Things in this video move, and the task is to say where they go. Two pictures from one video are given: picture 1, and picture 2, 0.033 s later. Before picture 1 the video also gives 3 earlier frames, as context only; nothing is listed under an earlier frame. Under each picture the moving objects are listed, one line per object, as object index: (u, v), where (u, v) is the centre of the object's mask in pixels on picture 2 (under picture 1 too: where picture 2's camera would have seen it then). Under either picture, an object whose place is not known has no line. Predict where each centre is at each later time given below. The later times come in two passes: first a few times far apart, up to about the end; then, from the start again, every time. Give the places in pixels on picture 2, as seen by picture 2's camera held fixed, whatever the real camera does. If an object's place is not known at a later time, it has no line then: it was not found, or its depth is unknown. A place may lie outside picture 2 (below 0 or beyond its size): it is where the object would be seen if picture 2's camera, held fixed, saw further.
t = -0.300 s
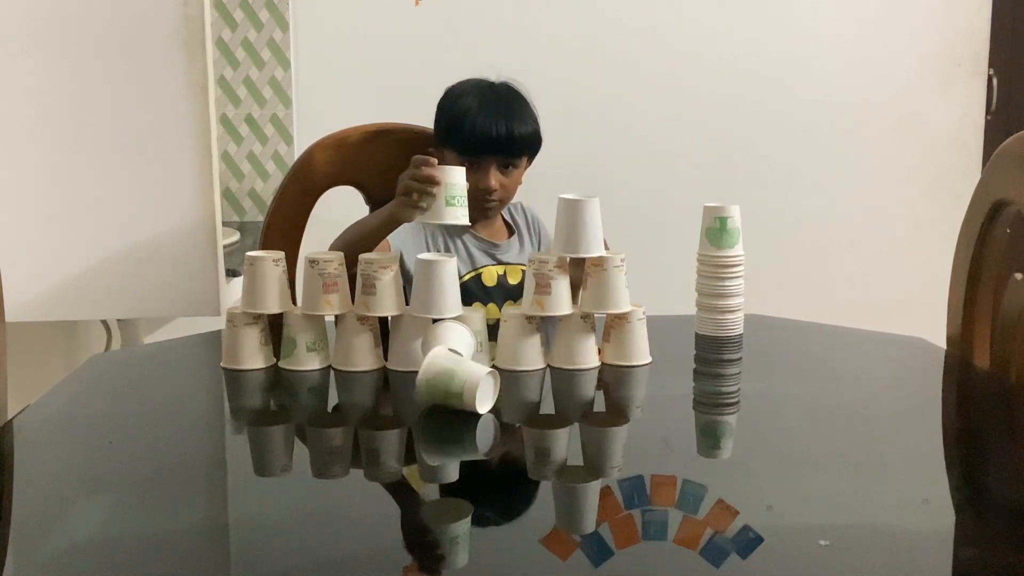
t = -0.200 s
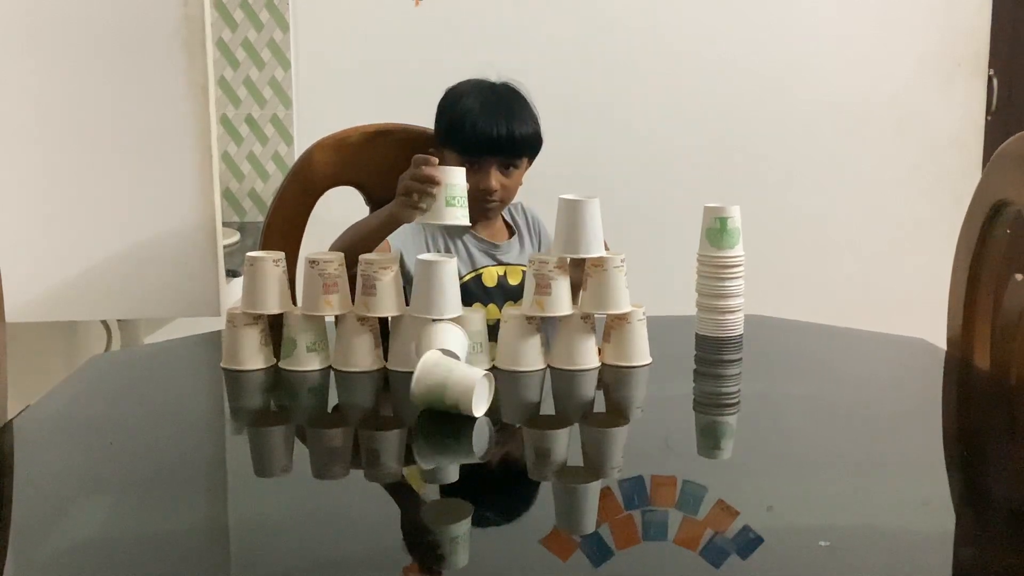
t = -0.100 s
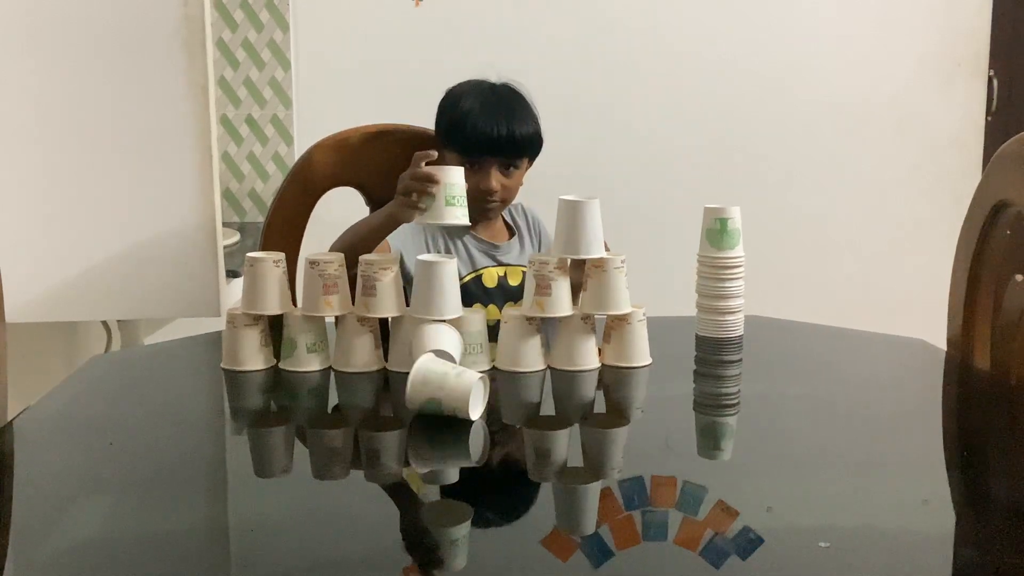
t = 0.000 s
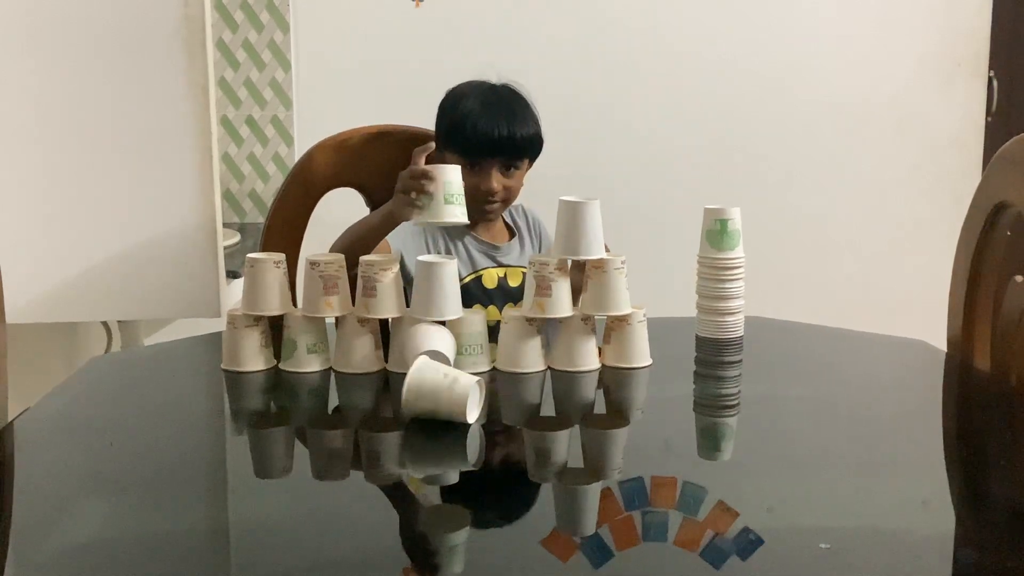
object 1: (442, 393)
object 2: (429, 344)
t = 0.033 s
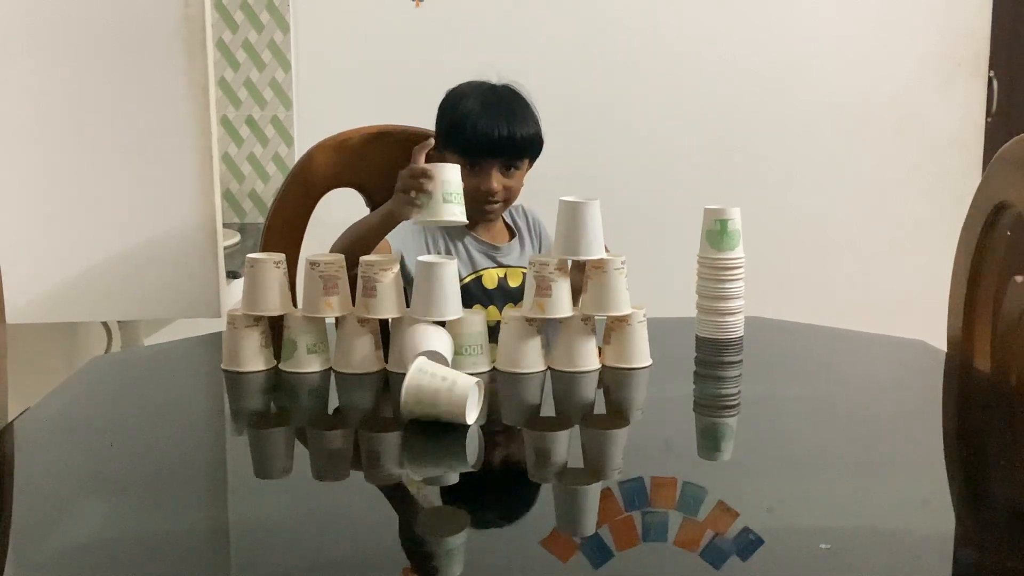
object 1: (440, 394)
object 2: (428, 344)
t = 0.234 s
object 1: (434, 399)
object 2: (409, 348)
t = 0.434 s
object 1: (429, 405)
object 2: (393, 353)
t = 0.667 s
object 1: (425, 416)
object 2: (377, 357)
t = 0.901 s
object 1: (427, 427)
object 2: (365, 360)
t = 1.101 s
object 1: (432, 436)
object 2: (357, 361)
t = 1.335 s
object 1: (443, 447)
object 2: (349, 362)
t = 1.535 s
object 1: (456, 454)
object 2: (345, 362)
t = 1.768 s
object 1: (480, 465)
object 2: (345, 362)
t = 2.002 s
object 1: (515, 475)
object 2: (349, 362)
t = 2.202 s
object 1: (548, 483)
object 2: (352, 361)
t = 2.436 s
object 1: (590, 492)
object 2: (361, 360)
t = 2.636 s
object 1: (627, 496)
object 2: (368, 359)
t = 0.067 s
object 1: (439, 395)
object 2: (424, 344)
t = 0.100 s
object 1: (438, 395)
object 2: (421, 345)
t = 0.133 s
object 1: (437, 396)
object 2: (419, 346)
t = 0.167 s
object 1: (436, 397)
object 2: (414, 347)
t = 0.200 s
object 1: (435, 398)
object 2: (412, 348)
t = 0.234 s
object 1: (434, 399)
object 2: (409, 348)
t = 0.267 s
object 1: (433, 400)
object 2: (407, 349)
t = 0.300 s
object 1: (432, 401)
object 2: (405, 350)
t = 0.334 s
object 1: (431, 402)
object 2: (402, 350)
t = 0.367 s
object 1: (431, 403)
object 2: (398, 351)
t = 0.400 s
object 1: (430, 404)
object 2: (396, 352)
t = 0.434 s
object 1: (429, 405)
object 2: (393, 353)
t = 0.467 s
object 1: (428, 407)
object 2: (391, 354)
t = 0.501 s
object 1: (427, 408)
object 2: (389, 354)
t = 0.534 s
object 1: (427, 410)
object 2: (387, 355)
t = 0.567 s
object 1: (426, 412)
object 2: (384, 356)
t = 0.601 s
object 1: (425, 413)
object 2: (382, 357)
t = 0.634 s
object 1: (425, 415)
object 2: (380, 357)
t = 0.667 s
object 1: (425, 416)
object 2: (377, 357)
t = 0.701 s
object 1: (426, 418)
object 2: (375, 358)
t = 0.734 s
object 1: (425, 419)
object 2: (373, 358)
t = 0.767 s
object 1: (425, 421)
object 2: (371, 359)
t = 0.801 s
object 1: (426, 422)
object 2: (369, 359)
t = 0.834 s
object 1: (426, 424)
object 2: (368, 359)
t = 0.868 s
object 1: (426, 425)
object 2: (367, 359)
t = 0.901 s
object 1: (427, 427)
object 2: (365, 360)
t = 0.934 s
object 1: (427, 428)
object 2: (364, 360)
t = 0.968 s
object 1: (428, 430)
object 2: (363, 360)
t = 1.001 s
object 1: (429, 431)
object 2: (361, 360)
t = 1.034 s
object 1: (430, 433)
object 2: (360, 360)
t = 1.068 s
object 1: (431, 435)
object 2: (358, 361)
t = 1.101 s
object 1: (432, 436)
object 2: (357, 361)
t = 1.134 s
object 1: (434, 438)
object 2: (356, 361)
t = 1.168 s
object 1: (435, 439)
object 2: (355, 361)
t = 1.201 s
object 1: (437, 441)
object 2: (354, 361)
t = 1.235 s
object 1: (438, 442)
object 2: (352, 362)
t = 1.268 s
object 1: (439, 444)
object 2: (351, 362)
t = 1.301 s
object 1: (441, 445)
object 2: (350, 362)
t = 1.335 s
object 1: (443, 447)
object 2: (349, 362)
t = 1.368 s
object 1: (445, 448)
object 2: (348, 362)
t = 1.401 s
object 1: (447, 449)
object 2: (347, 362)
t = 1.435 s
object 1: (449, 450)
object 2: (347, 362)
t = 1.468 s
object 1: (451, 451)
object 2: (346, 362)
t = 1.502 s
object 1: (454, 453)
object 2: (345, 362)
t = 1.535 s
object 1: (456, 454)
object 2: (345, 362)
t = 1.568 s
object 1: (459, 456)
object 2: (345, 362)
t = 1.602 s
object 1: (462, 457)
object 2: (344, 363)
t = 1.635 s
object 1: (466, 459)
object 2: (344, 363)
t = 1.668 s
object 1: (469, 460)
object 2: (345, 362)
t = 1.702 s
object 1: (472, 462)
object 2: (345, 362)
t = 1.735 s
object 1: (476, 463)
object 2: (345, 362)
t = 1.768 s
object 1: (480, 465)
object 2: (345, 362)
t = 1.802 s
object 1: (485, 467)
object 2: (345, 362)
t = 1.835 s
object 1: (490, 469)
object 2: (346, 362)
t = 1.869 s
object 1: (495, 471)
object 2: (346, 362)
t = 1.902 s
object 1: (500, 472)
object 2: (347, 362)
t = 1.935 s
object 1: (506, 473)
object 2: (347, 362)
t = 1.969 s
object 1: (510, 474)
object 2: (348, 362)
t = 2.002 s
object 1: (515, 475)
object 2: (349, 362)
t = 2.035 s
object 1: (520, 476)
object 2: (349, 362)
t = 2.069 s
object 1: (526, 478)
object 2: (350, 361)
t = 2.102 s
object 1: (532, 479)
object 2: (350, 361)
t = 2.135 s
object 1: (537, 481)
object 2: (351, 361)
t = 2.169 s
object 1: (542, 482)
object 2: (352, 361)
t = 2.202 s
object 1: (548, 483)
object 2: (352, 361)
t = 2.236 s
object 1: (554, 485)
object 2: (354, 361)
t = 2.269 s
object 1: (560, 486)
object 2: (355, 361)
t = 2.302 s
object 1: (566, 487)
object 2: (356, 361)
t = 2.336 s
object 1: (572, 489)
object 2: (357, 360)
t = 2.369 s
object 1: (578, 490)
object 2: (359, 360)
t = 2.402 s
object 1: (584, 491)
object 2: (360, 360)
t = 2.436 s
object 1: (590, 492)
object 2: (361, 360)
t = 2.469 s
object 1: (597, 493)
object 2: (362, 359)
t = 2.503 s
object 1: (603, 494)
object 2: (363, 359)
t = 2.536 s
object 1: (609, 494)
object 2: (365, 359)
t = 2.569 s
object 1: (615, 495)
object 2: (365, 359)
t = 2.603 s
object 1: (621, 495)
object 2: (366, 359)
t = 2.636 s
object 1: (627, 496)
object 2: (368, 359)
